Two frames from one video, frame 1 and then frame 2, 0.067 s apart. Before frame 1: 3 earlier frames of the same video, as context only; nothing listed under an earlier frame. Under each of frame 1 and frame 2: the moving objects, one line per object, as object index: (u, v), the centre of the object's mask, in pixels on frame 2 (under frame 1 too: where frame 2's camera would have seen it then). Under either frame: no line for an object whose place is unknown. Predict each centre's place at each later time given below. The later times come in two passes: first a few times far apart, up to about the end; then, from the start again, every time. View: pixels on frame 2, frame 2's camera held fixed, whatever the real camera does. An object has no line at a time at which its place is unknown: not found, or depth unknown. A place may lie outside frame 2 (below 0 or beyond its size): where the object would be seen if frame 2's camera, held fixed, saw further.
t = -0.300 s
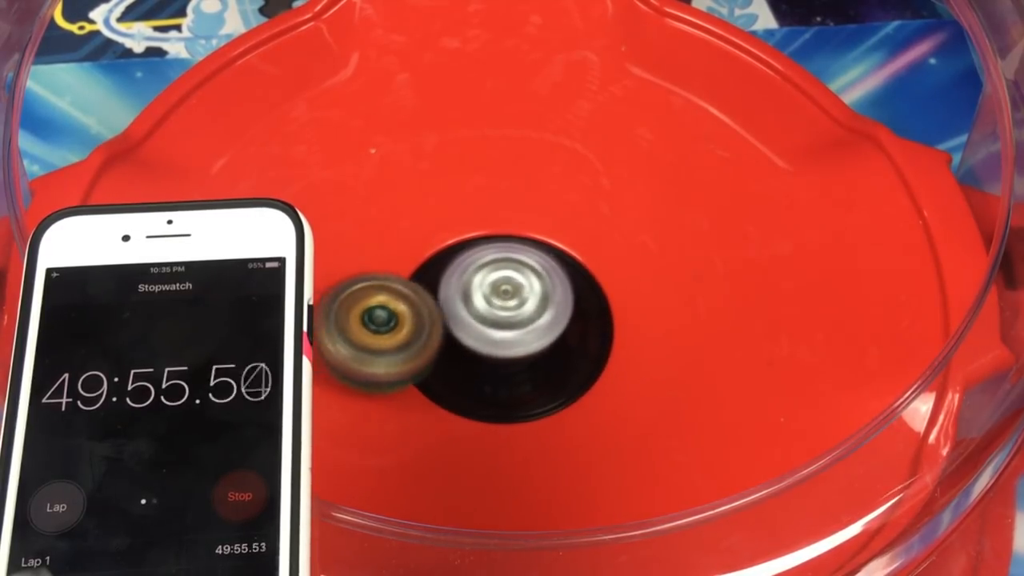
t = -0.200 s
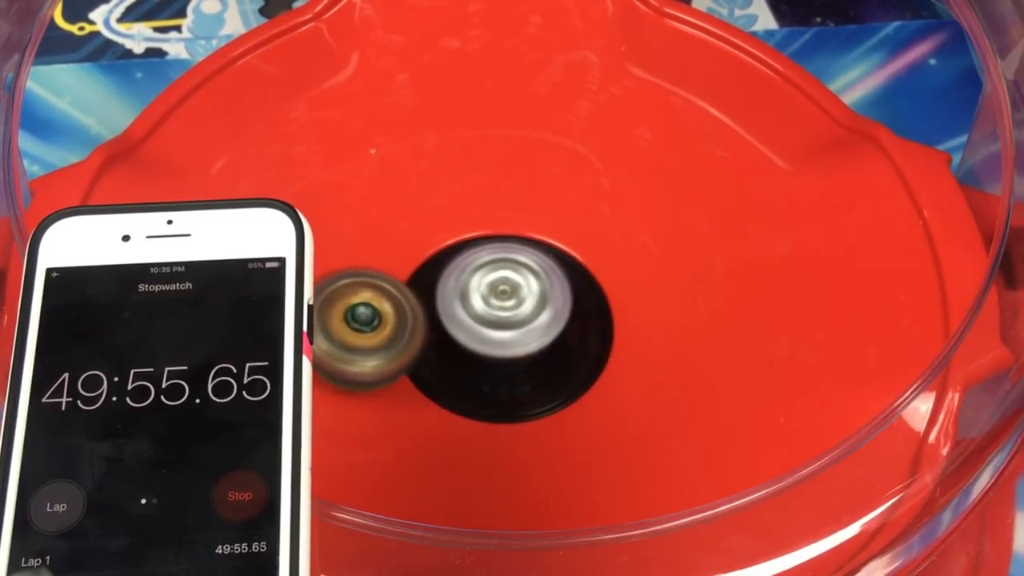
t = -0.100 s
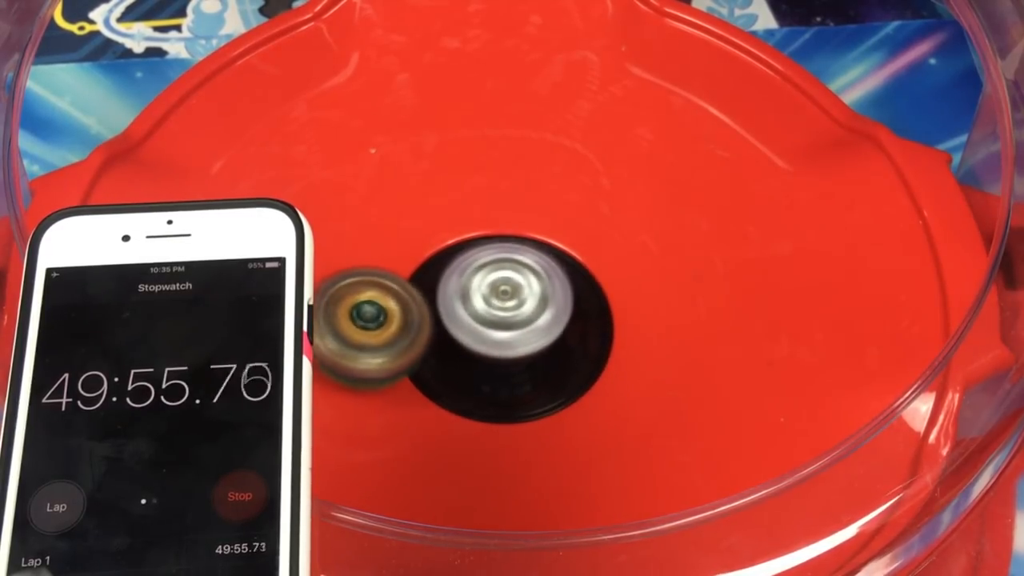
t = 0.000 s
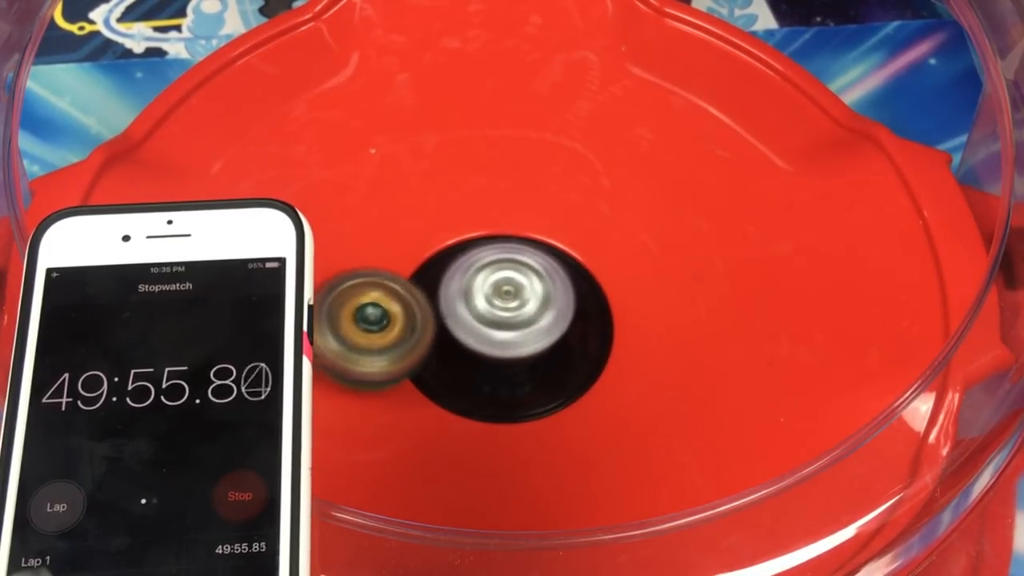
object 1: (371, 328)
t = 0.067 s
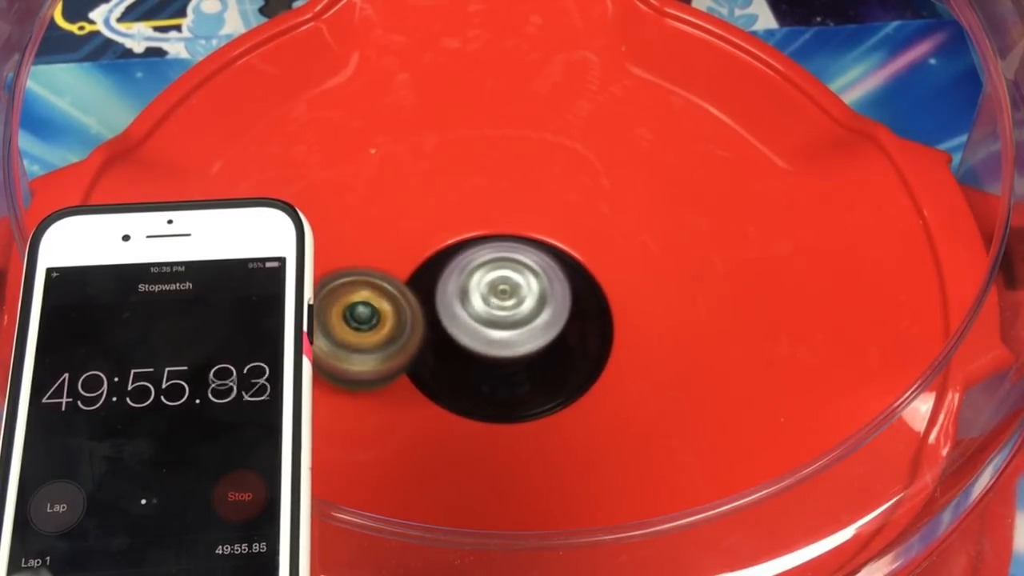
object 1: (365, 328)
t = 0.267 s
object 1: (368, 327)
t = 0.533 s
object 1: (371, 330)
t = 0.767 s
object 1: (370, 338)
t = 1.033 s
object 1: (376, 341)
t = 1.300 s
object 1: (376, 343)
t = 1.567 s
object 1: (387, 357)
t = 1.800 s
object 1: (404, 371)
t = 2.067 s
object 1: (430, 394)
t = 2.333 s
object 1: (473, 420)
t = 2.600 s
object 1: (532, 409)
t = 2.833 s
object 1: (575, 398)
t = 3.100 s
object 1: (624, 371)
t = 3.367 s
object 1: (636, 325)
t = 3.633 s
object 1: (674, 314)
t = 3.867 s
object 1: (636, 273)
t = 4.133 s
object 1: (634, 259)
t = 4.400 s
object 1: (658, 257)
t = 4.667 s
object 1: (633, 255)
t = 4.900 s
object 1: (631, 255)
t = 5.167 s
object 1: (625, 246)
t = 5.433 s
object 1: (620, 241)
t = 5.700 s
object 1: (630, 249)
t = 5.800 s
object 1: (634, 255)
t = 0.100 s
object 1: (365, 328)
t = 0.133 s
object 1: (367, 328)
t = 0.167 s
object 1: (371, 328)
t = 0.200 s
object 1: (373, 328)
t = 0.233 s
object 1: (374, 326)
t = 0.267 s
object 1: (368, 327)
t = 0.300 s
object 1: (363, 327)
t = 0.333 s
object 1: (362, 326)
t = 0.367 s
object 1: (362, 325)
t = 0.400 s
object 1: (365, 325)
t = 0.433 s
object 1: (369, 325)
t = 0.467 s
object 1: (374, 325)
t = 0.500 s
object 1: (373, 329)
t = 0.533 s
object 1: (371, 330)
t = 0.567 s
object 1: (372, 331)
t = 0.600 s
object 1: (374, 333)
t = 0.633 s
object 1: (378, 333)
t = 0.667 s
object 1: (380, 335)
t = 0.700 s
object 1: (374, 337)
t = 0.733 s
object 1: (370, 337)
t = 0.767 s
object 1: (370, 338)
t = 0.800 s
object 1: (372, 338)
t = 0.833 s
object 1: (375, 339)
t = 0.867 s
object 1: (381, 341)
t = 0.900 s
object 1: (383, 340)
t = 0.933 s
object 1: (383, 340)
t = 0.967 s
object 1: (383, 340)
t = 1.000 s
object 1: (378, 341)
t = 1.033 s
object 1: (376, 341)
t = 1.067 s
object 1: (377, 340)
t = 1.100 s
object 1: (382, 340)
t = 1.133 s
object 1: (379, 341)
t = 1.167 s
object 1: (375, 342)
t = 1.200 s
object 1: (375, 341)
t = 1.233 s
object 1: (378, 340)
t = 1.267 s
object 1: (382, 340)
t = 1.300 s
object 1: (376, 343)
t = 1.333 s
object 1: (369, 347)
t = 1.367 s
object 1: (366, 349)
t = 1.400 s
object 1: (365, 351)
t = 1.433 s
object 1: (366, 352)
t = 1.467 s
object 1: (368, 353)
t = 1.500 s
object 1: (372, 355)
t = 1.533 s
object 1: (378, 355)
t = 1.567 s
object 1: (387, 357)
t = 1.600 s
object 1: (393, 358)
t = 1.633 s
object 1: (395, 360)
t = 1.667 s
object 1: (395, 362)
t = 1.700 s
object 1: (393, 366)
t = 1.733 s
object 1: (394, 368)
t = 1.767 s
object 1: (398, 370)
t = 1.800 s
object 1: (404, 371)
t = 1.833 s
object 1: (407, 375)
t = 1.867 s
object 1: (408, 378)
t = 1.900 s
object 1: (412, 381)
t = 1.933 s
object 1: (417, 382)
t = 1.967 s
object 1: (419, 386)
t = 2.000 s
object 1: (420, 389)
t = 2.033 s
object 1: (424, 391)
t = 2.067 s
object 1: (430, 394)
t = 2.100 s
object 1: (433, 398)
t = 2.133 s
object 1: (437, 401)
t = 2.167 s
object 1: (443, 402)
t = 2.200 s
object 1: (450, 402)
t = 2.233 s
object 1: (458, 401)
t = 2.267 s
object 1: (463, 409)
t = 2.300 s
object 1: (468, 417)
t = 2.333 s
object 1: (473, 420)
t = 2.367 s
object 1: (479, 422)
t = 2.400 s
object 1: (486, 422)
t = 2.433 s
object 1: (494, 420)
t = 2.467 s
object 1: (502, 418)
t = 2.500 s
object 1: (510, 415)
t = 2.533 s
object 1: (519, 411)
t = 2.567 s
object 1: (526, 409)
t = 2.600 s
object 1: (532, 409)
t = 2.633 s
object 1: (538, 407)
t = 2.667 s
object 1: (544, 405)
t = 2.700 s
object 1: (549, 405)
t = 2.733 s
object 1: (554, 402)
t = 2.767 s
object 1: (559, 398)
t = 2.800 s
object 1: (568, 399)
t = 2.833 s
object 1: (575, 398)
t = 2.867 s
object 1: (581, 395)
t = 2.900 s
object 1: (586, 390)
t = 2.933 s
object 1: (591, 385)
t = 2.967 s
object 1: (596, 380)
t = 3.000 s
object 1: (601, 374)
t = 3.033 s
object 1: (611, 374)
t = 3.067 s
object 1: (618, 373)
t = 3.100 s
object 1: (624, 371)
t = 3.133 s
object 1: (627, 367)
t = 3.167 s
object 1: (628, 361)
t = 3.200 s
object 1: (628, 354)
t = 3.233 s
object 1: (629, 348)
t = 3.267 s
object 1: (632, 343)
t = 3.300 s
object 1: (634, 337)
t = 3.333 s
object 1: (634, 331)
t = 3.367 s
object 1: (636, 325)
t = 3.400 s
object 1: (661, 327)
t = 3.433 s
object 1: (676, 329)
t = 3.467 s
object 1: (685, 329)
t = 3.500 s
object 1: (688, 328)
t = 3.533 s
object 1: (688, 327)
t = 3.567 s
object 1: (685, 323)
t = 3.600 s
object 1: (680, 319)
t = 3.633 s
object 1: (674, 314)
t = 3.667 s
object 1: (666, 308)
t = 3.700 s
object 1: (657, 302)
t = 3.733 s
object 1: (646, 296)
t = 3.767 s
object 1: (639, 289)
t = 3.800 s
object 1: (639, 283)
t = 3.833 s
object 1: (637, 277)
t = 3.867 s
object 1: (636, 273)
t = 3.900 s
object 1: (651, 270)
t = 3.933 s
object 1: (660, 269)
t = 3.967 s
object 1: (661, 269)
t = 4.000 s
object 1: (659, 267)
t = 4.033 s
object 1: (655, 265)
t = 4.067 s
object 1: (648, 263)
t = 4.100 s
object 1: (640, 260)
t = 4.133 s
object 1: (634, 259)
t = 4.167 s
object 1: (635, 260)
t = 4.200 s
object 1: (633, 260)
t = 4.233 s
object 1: (636, 261)
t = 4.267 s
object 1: (637, 261)
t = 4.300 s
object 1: (634, 262)
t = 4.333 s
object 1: (631, 263)
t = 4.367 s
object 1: (646, 259)
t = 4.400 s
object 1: (658, 257)
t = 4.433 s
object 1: (664, 257)
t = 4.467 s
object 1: (666, 257)
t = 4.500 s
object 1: (665, 256)
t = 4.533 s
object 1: (662, 256)
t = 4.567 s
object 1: (657, 256)
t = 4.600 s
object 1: (651, 255)
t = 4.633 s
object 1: (642, 255)
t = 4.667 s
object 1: (633, 255)
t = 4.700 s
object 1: (626, 256)
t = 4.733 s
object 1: (630, 255)
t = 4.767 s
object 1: (635, 255)
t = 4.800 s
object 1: (636, 256)
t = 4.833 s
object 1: (634, 256)
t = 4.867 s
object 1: (629, 257)
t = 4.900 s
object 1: (631, 255)
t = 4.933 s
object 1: (635, 253)
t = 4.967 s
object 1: (636, 252)
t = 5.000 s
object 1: (634, 251)
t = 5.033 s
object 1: (631, 250)
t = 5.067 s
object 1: (627, 250)
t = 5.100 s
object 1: (623, 250)
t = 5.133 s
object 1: (624, 247)
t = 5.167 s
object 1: (625, 246)
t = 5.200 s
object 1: (626, 245)
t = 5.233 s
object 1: (626, 245)
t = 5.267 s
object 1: (625, 245)
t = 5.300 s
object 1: (624, 244)
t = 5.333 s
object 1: (623, 243)
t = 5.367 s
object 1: (622, 242)
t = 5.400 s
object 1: (622, 241)
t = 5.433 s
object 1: (620, 241)
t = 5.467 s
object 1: (617, 241)
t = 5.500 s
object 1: (617, 240)
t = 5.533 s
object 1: (625, 240)
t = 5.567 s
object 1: (629, 242)
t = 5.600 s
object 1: (629, 244)
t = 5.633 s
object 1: (627, 246)
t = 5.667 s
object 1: (625, 247)
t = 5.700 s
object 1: (630, 249)
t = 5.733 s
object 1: (631, 252)
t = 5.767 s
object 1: (630, 255)
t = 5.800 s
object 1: (634, 255)
